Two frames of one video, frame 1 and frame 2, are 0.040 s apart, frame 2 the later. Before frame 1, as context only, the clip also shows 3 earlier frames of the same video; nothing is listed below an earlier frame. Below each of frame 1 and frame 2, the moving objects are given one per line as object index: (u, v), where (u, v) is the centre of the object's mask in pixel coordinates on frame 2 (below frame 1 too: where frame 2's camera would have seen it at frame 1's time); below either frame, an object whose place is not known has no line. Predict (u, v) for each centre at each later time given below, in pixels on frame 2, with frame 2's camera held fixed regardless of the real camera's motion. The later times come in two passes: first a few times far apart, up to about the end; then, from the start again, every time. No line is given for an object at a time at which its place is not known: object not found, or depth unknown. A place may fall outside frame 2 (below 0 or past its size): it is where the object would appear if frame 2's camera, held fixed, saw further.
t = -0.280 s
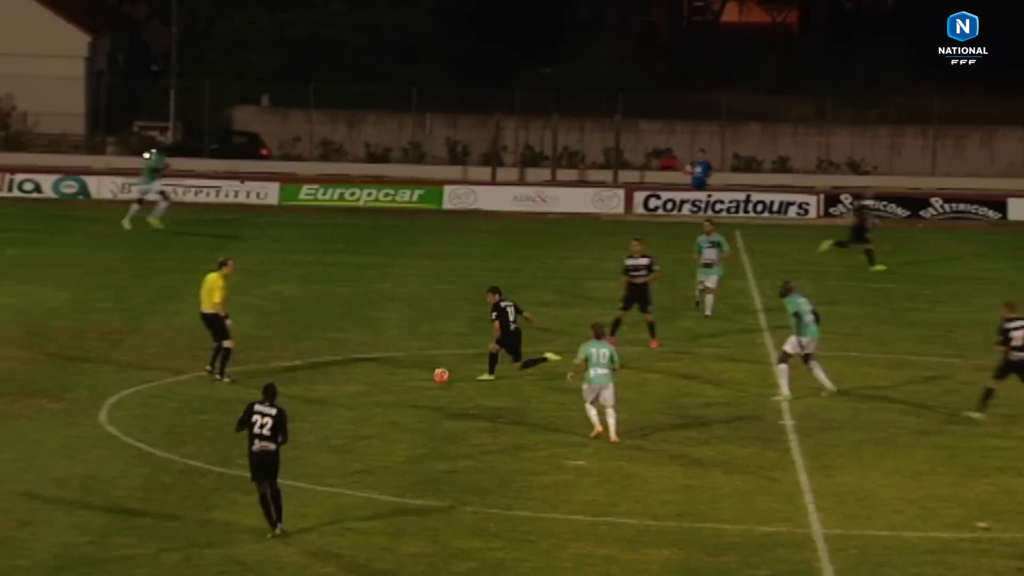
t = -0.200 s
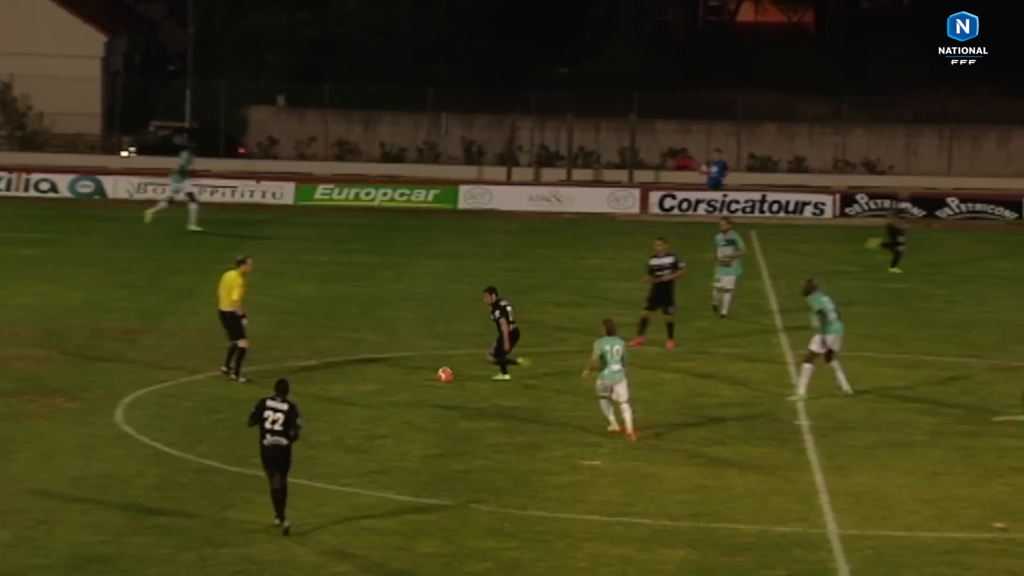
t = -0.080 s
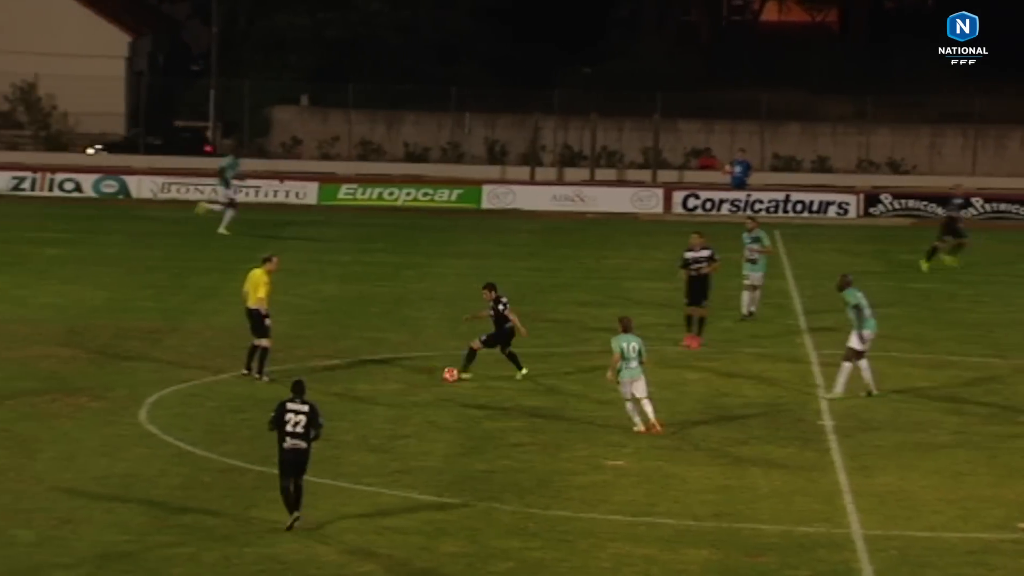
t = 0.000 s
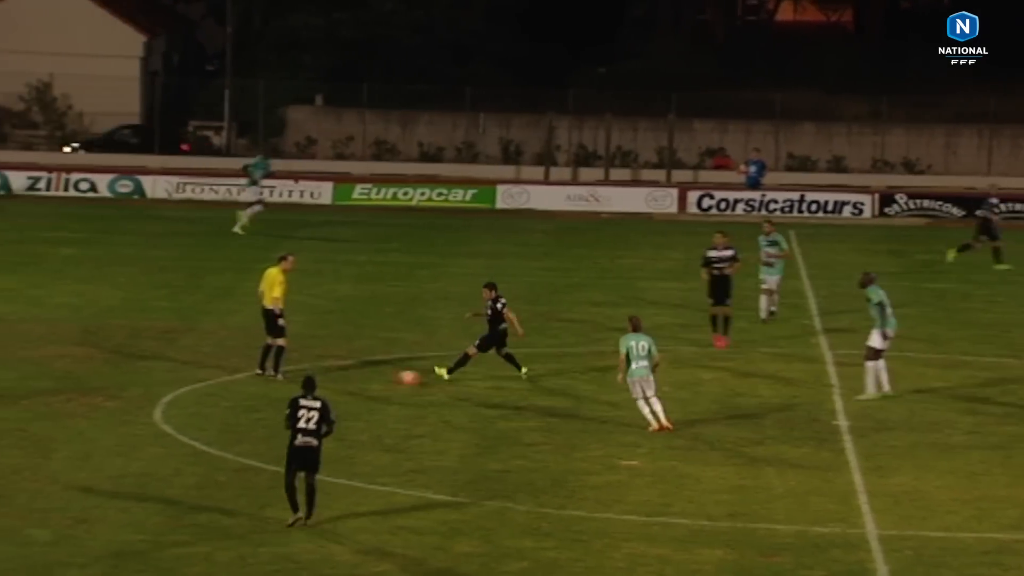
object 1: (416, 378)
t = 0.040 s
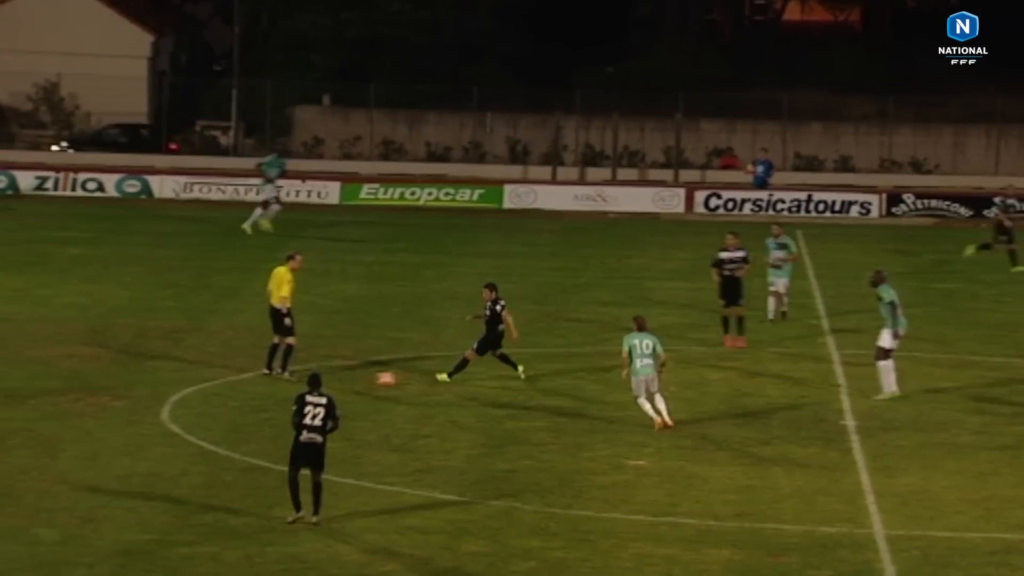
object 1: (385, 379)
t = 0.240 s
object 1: (244, 389)
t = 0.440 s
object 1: (116, 394)
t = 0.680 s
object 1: (-31, 412)
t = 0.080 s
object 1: (357, 381)
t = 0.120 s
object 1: (329, 383)
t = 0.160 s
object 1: (294, 383)
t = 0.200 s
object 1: (271, 386)
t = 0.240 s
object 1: (244, 389)
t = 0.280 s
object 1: (217, 392)
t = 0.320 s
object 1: (191, 392)
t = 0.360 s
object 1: (166, 390)
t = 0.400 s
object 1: (141, 391)
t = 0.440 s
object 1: (116, 394)
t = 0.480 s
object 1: (90, 397)
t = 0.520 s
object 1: (65, 402)
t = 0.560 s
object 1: (39, 406)
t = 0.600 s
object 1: (16, 407)
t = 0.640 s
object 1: (-7, 409)
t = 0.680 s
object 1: (-31, 412)
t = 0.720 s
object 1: (-55, 415)
